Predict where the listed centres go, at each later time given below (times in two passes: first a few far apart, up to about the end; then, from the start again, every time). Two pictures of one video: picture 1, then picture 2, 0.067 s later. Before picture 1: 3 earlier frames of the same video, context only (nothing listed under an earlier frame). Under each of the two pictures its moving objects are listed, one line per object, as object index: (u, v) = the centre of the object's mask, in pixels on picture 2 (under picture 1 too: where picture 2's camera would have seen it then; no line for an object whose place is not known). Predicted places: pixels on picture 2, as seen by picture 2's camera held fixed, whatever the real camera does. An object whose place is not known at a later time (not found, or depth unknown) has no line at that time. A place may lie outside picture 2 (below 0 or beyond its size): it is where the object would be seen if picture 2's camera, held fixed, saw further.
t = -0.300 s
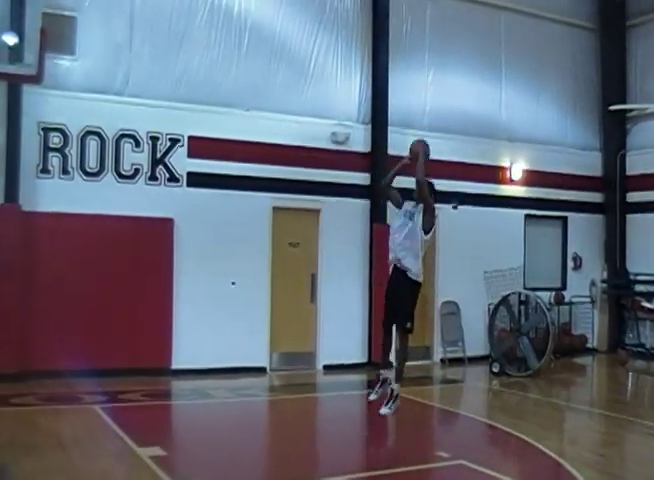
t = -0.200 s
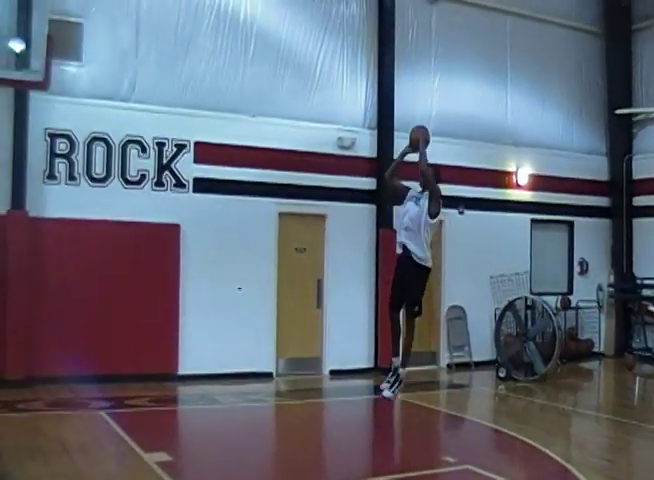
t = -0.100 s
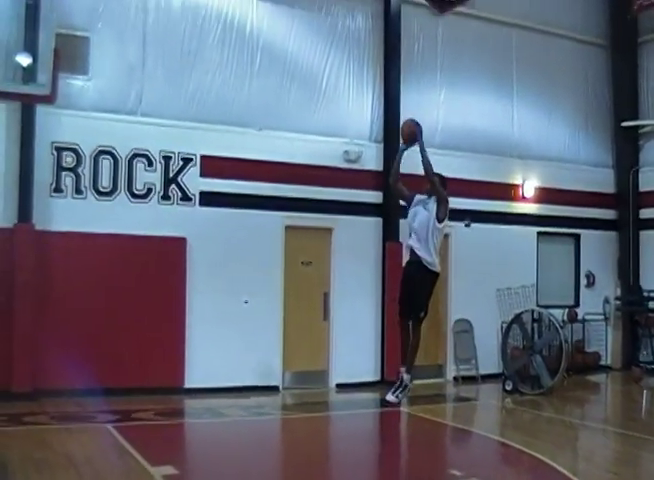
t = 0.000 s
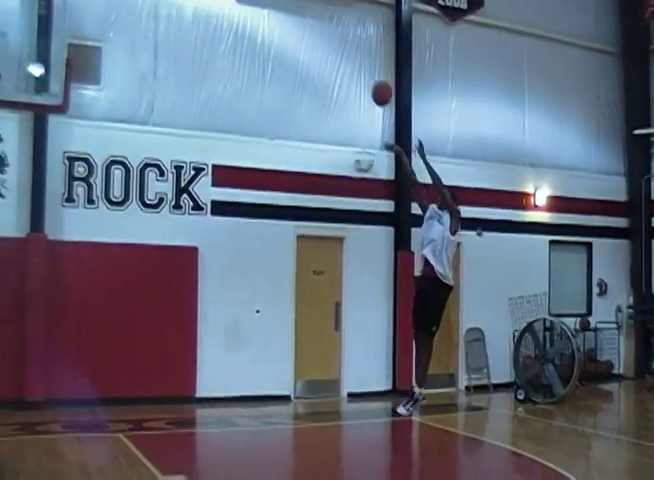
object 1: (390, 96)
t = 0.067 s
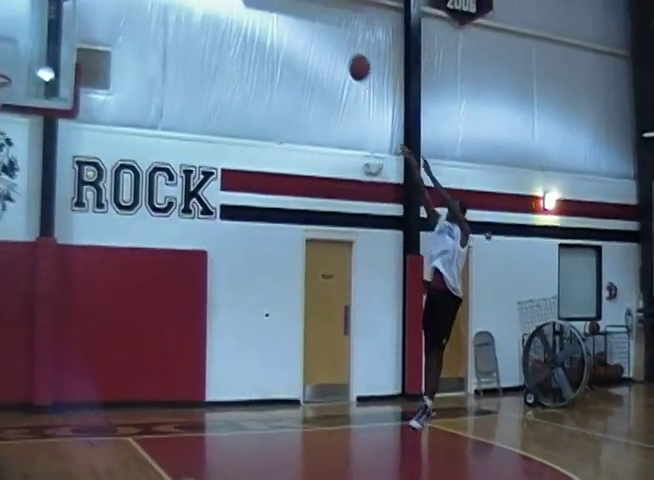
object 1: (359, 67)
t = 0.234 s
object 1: (278, 14)
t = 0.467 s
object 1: (157, -10)
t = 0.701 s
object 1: (26, 29)
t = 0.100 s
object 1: (343, 54)
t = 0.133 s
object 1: (327, 42)
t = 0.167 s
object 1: (311, 31)
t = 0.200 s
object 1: (294, 22)
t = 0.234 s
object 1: (278, 14)
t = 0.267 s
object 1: (261, 7)
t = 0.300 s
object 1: (245, 2)
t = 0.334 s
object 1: (228, -2)
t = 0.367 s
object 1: (210, -5)
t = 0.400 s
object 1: (193, -8)
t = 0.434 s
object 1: (175, -10)
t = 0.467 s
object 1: (157, -10)
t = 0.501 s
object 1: (139, -8)
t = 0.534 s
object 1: (121, -6)
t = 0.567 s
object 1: (103, -2)
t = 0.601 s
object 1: (83, 4)
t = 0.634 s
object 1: (65, 11)
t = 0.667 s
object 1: (46, 19)
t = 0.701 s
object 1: (26, 29)
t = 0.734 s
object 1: (7, 41)
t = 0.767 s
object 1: (-13, 55)
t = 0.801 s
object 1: (-32, 67)
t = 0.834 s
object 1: (-21, 64)
